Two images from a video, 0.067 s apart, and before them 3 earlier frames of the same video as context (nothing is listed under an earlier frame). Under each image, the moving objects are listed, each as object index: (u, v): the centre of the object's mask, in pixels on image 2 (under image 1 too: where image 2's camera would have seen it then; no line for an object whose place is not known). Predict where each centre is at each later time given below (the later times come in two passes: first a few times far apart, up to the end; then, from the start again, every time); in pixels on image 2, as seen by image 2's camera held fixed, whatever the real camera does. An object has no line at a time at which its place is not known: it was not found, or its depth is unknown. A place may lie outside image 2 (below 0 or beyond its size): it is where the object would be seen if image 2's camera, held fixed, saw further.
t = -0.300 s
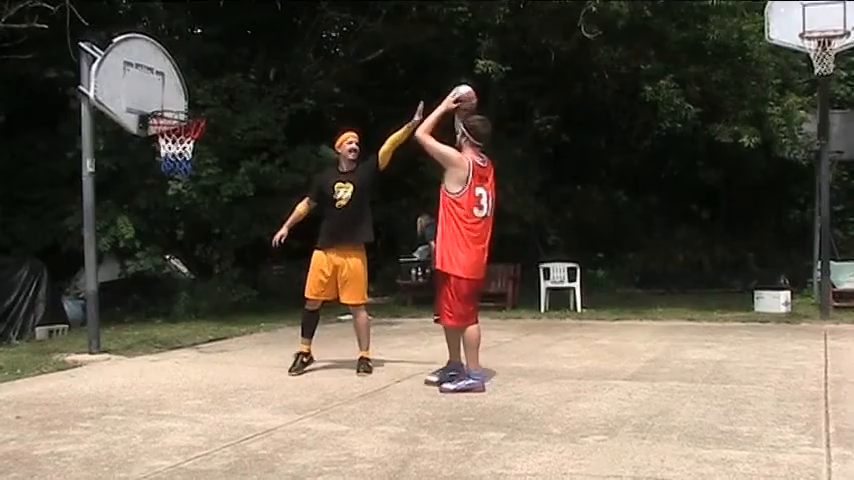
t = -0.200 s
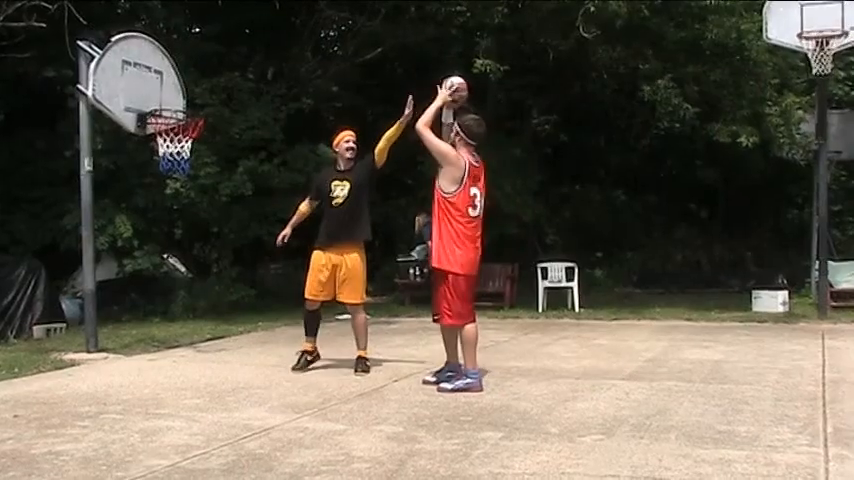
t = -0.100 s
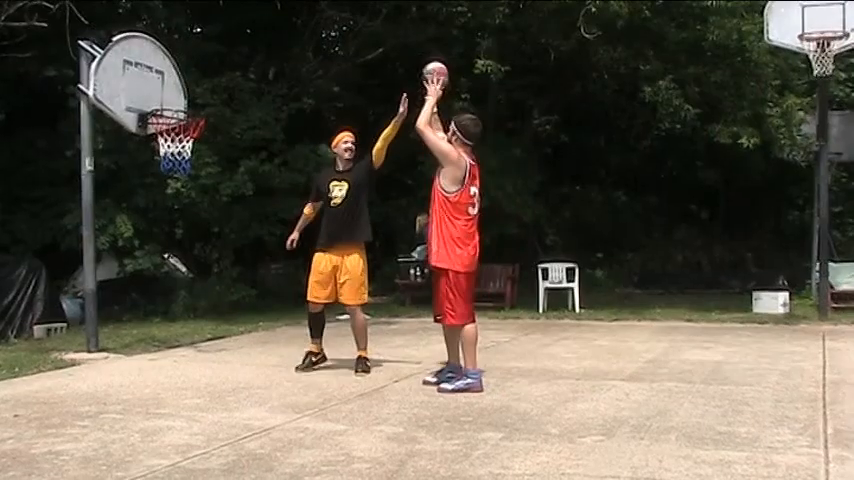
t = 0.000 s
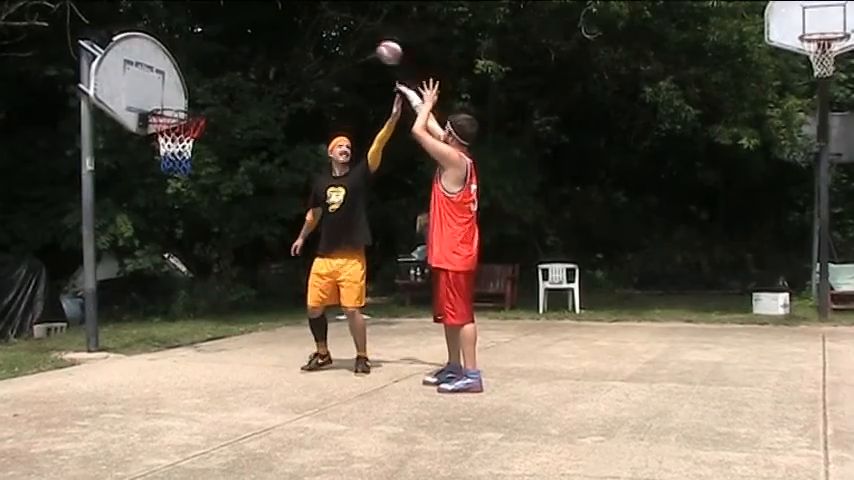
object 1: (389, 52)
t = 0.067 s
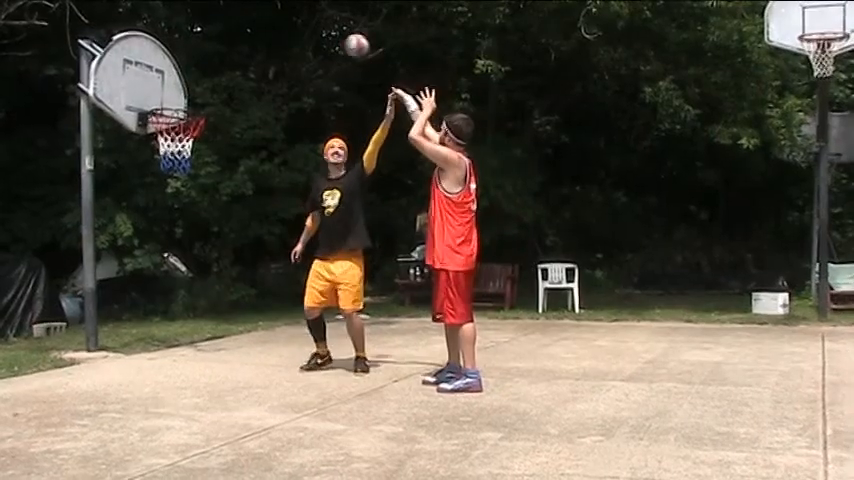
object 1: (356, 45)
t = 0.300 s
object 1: (257, 65)
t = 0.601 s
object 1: (262, 99)
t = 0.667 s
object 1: (291, 103)
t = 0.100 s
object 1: (341, 44)
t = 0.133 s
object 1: (326, 44)
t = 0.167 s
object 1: (312, 46)
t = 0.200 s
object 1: (297, 49)
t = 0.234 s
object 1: (283, 53)
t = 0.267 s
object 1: (270, 58)
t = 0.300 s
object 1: (257, 65)
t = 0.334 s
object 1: (245, 72)
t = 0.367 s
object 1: (232, 81)
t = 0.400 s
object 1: (221, 91)
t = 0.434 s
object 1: (208, 100)
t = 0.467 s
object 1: (207, 105)
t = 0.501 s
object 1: (221, 103)
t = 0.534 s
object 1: (235, 100)
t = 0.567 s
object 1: (248, 100)
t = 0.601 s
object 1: (262, 99)
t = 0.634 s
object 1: (277, 101)
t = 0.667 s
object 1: (291, 103)
